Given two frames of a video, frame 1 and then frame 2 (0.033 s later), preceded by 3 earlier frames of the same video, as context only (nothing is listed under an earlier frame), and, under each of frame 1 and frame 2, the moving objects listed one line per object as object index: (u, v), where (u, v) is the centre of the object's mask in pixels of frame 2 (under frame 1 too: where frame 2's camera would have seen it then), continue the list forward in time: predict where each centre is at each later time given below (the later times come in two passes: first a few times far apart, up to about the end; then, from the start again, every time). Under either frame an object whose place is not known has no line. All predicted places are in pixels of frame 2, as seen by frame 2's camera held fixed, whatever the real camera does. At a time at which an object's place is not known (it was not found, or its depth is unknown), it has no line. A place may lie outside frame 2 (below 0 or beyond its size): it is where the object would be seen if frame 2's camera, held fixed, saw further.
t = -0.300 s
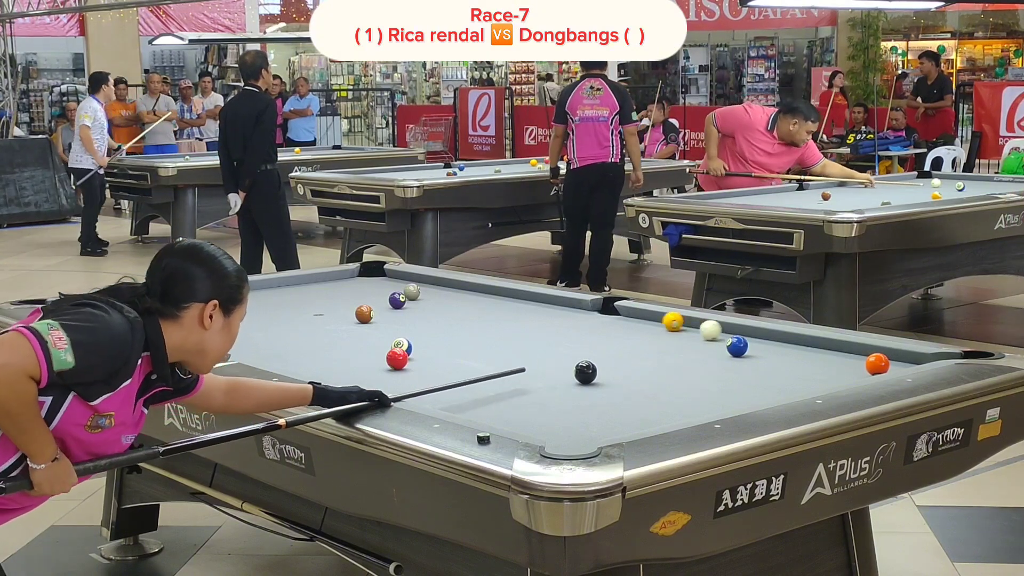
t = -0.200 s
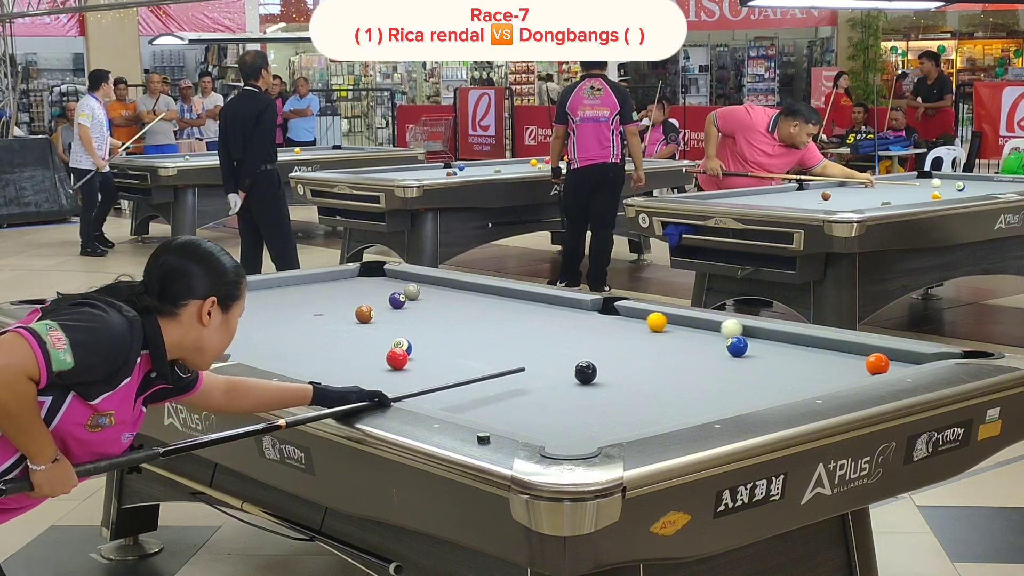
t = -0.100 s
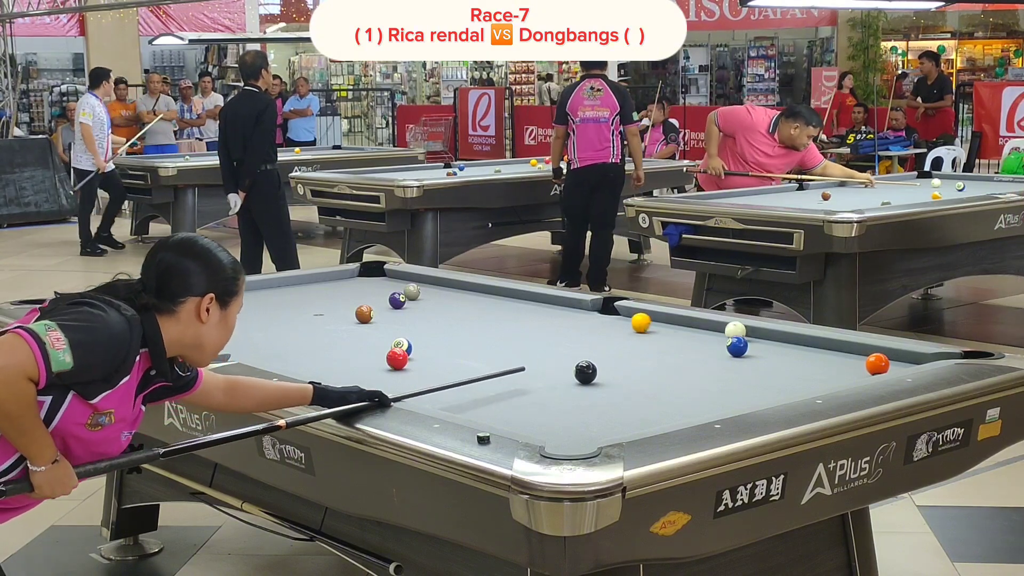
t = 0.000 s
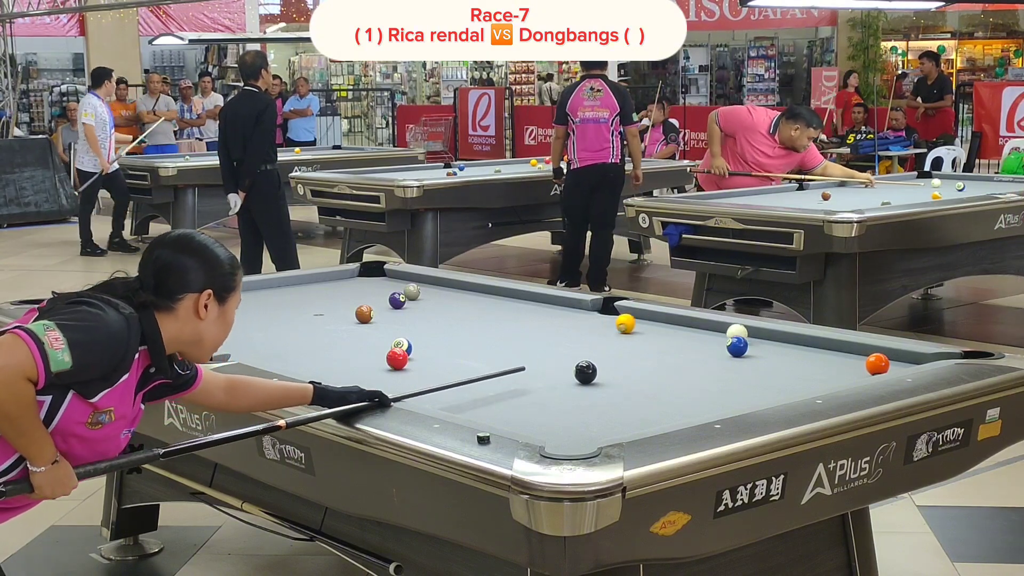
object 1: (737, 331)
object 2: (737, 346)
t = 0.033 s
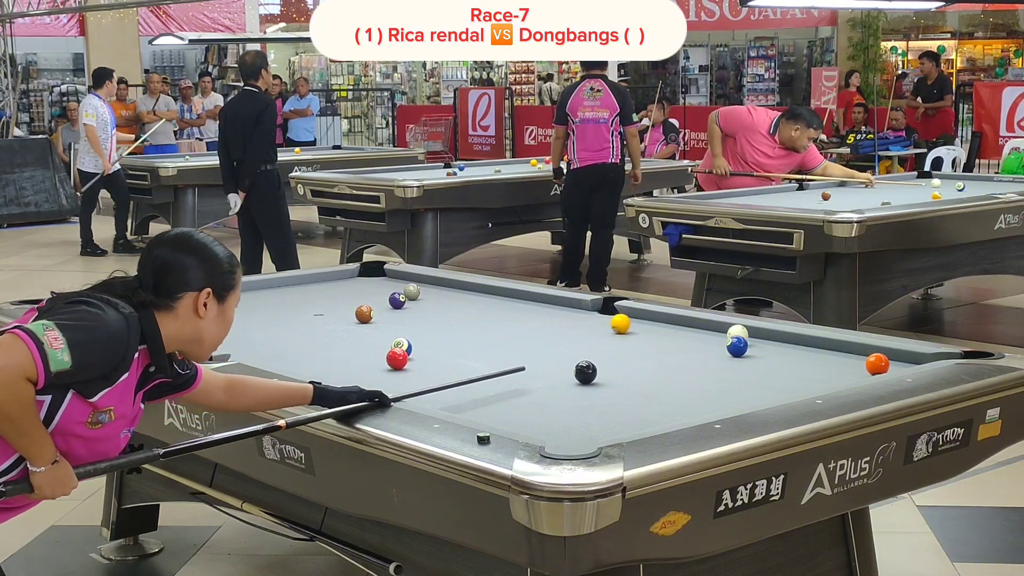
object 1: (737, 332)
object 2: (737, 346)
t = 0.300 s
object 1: (746, 339)
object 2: (737, 346)
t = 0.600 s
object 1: (752, 345)
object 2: (733, 352)
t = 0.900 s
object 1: (759, 347)
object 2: (729, 356)
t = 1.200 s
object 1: (765, 348)
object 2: (725, 360)
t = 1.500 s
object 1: (768, 349)
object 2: (722, 364)
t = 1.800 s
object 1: (770, 349)
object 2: (719, 367)
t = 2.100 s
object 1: (770, 350)
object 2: (717, 370)
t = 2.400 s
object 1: (769, 350)
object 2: (715, 371)
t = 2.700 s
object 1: (769, 350)
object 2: (714, 373)
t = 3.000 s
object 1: (769, 349)
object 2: (713, 373)
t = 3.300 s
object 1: (769, 349)
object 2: (713, 373)
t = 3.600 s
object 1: (769, 349)
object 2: (713, 373)
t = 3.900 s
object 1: (769, 350)
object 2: (713, 373)
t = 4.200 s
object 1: (769, 349)
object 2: (713, 373)
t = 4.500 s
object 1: (769, 349)
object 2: (713, 373)
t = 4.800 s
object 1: (769, 349)
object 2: (713, 373)
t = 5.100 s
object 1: (769, 349)
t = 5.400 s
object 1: (769, 349)
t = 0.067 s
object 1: (738, 332)
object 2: (737, 346)
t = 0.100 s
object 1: (738, 332)
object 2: (737, 346)
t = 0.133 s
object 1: (740, 333)
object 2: (737, 346)
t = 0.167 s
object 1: (741, 334)
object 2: (737, 346)
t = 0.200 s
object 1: (742, 334)
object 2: (737, 346)
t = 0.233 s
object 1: (743, 335)
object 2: (737, 346)
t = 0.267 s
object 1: (744, 336)
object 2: (737, 346)
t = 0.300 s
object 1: (746, 339)
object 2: (737, 346)
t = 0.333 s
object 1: (747, 340)
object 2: (736, 347)
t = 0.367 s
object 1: (748, 341)
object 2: (736, 348)
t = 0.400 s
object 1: (749, 342)
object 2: (735, 348)
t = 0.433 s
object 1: (749, 342)
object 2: (735, 349)
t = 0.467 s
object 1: (750, 343)
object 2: (734, 350)
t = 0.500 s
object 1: (750, 343)
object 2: (734, 350)
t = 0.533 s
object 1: (751, 344)
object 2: (733, 351)
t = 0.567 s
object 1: (751, 344)
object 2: (733, 351)
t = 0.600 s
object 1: (752, 345)
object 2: (733, 352)
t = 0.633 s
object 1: (753, 345)
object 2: (732, 352)
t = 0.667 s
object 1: (754, 345)
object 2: (732, 353)
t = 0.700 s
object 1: (754, 345)
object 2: (731, 353)
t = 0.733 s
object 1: (755, 346)
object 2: (731, 354)
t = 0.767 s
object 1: (756, 346)
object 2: (731, 354)
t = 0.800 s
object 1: (757, 346)
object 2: (730, 355)
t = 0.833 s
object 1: (758, 346)
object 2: (730, 355)
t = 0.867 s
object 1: (759, 347)
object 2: (729, 356)
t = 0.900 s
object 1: (759, 347)
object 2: (729, 356)
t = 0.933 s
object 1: (760, 347)
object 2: (728, 357)
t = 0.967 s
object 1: (761, 347)
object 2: (728, 357)
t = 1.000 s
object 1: (761, 347)
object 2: (728, 358)
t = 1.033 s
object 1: (762, 347)
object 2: (727, 358)
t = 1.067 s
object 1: (762, 347)
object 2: (727, 359)
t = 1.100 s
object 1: (763, 348)
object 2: (727, 359)
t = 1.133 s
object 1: (764, 348)
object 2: (726, 359)
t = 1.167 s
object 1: (764, 348)
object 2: (726, 360)
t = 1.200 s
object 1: (765, 348)
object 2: (725, 360)
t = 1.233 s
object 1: (765, 348)
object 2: (725, 361)
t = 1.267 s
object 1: (766, 348)
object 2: (725, 361)
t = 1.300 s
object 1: (766, 348)
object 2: (724, 362)
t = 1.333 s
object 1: (766, 349)
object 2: (724, 362)
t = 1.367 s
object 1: (767, 349)
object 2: (723, 362)
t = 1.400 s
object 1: (767, 349)
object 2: (723, 363)
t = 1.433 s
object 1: (767, 349)
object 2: (723, 363)
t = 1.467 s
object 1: (768, 349)
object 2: (722, 364)
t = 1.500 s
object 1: (768, 349)
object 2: (722, 364)
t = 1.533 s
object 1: (768, 349)
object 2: (722, 364)
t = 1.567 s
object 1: (769, 349)
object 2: (721, 365)
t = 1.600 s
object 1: (769, 349)
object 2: (721, 365)
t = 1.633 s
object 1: (769, 349)
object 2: (721, 365)
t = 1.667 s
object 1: (769, 349)
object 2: (720, 366)
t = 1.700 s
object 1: (769, 349)
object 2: (720, 366)
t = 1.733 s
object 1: (769, 349)
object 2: (720, 367)
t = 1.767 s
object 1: (769, 349)
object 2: (719, 367)
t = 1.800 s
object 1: (770, 349)
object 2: (719, 367)
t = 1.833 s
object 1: (769, 350)
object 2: (719, 367)
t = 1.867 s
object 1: (770, 350)
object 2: (718, 368)
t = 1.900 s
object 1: (770, 350)
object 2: (718, 368)
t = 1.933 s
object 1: (770, 350)
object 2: (718, 368)
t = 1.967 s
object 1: (770, 350)
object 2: (718, 368)
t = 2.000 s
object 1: (770, 350)
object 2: (717, 369)
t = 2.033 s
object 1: (770, 350)
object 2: (717, 369)
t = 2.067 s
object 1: (770, 350)
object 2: (717, 369)
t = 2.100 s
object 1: (770, 350)
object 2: (717, 370)
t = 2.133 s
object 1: (769, 350)
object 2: (717, 370)
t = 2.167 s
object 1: (769, 350)
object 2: (716, 370)
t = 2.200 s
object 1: (769, 350)
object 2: (716, 370)
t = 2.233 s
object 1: (769, 350)
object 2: (716, 371)
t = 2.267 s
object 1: (769, 350)
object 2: (716, 371)
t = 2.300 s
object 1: (769, 350)
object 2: (715, 371)
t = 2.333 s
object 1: (769, 350)
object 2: (715, 371)
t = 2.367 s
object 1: (769, 349)
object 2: (715, 371)
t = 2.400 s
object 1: (769, 350)
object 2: (715, 371)
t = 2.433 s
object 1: (769, 350)
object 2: (715, 372)
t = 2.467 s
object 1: (769, 349)
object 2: (714, 372)
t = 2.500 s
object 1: (769, 349)
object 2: (714, 372)
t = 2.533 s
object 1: (769, 349)
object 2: (714, 372)
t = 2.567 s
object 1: (769, 349)
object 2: (714, 372)
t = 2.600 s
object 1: (769, 350)
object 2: (714, 372)
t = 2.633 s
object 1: (769, 350)
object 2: (714, 372)
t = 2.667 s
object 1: (769, 350)
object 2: (714, 373)
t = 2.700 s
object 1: (769, 350)
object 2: (714, 373)
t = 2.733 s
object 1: (769, 350)
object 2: (714, 373)
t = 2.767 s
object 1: (769, 349)
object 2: (714, 373)
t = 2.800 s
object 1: (769, 349)
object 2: (714, 373)
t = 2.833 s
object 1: (769, 349)
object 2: (714, 373)
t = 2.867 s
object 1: (769, 349)
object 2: (714, 373)
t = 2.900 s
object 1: (769, 350)
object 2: (713, 373)
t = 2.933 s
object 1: (769, 349)
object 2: (713, 373)
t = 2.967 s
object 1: (769, 349)
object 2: (713, 373)
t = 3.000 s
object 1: (769, 349)
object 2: (713, 373)
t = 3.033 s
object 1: (769, 349)
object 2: (713, 373)
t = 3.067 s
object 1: (769, 350)
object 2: (713, 373)
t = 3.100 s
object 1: (769, 349)
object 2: (713, 373)
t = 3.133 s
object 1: (769, 349)
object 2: (713, 373)
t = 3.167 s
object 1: (769, 349)
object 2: (713, 373)
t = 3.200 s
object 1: (769, 349)
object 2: (713, 373)
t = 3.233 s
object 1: (769, 349)
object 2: (713, 373)
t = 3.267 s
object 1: (769, 349)
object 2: (713, 373)
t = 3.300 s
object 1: (769, 349)
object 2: (713, 373)
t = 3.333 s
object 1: (769, 349)
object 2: (713, 373)
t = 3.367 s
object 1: (769, 349)
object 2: (713, 373)
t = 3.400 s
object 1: (769, 349)
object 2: (713, 373)
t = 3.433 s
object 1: (769, 349)
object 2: (713, 373)
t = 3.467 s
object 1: (769, 349)
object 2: (713, 373)
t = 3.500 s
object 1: (769, 350)
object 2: (713, 373)
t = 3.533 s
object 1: (769, 350)
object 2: (713, 373)
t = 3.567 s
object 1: (769, 350)
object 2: (713, 373)
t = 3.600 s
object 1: (769, 349)
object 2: (713, 373)
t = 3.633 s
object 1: (769, 350)
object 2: (713, 373)
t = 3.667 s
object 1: (769, 350)
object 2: (713, 373)
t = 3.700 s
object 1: (769, 349)
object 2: (713, 373)
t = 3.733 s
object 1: (769, 350)
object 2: (713, 373)
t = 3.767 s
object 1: (769, 350)
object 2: (713, 373)
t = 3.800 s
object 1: (769, 350)
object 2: (713, 373)
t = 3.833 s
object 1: (769, 350)
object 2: (713, 373)
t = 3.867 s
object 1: (769, 350)
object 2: (713, 373)
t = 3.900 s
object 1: (769, 350)
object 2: (713, 373)
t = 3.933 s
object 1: (769, 350)
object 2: (713, 373)
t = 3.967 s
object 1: (769, 350)
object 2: (713, 373)
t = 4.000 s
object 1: (769, 350)
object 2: (713, 373)
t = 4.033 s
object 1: (769, 350)
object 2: (713, 373)
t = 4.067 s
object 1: (769, 350)
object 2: (713, 373)
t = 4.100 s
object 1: (769, 349)
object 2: (713, 373)
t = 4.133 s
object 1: (769, 350)
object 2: (713, 373)
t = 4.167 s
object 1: (769, 350)
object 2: (713, 373)
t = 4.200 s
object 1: (769, 349)
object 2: (713, 373)
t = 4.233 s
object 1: (769, 350)
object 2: (713, 373)
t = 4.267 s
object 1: (769, 349)
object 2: (713, 373)
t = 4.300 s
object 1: (769, 349)
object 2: (713, 373)
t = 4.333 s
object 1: (769, 350)
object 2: (713, 373)
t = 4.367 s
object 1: (769, 349)
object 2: (713, 373)
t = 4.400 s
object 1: (769, 349)
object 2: (713, 373)
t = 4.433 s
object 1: (769, 350)
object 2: (713, 373)
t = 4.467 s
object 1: (769, 349)
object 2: (713, 373)
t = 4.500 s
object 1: (769, 349)
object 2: (713, 373)
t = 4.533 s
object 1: (769, 349)
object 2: (713, 373)
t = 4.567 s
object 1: (769, 349)
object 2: (713, 373)
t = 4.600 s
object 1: (769, 349)
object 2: (713, 373)
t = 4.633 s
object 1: (769, 349)
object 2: (713, 373)
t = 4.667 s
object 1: (769, 349)
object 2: (713, 373)
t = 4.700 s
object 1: (769, 349)
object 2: (713, 373)
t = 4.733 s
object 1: (769, 349)
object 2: (713, 373)
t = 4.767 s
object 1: (769, 349)
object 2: (713, 373)
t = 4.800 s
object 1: (769, 349)
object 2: (713, 373)
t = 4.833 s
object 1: (769, 349)
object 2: (713, 373)
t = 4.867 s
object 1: (769, 349)
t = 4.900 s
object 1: (769, 349)
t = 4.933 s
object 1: (769, 349)
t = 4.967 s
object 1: (769, 349)
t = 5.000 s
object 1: (769, 349)
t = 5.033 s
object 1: (769, 349)
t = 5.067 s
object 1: (769, 349)
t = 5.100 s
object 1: (769, 349)
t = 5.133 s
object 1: (769, 349)
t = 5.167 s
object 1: (769, 349)
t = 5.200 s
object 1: (769, 349)
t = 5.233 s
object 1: (769, 349)
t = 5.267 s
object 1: (769, 349)
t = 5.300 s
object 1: (769, 349)
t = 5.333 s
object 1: (769, 349)
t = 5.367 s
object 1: (769, 349)
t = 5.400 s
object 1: (769, 349)
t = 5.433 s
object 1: (769, 349)
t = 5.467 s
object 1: (769, 349)
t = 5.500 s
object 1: (769, 349)
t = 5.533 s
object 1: (769, 349)
